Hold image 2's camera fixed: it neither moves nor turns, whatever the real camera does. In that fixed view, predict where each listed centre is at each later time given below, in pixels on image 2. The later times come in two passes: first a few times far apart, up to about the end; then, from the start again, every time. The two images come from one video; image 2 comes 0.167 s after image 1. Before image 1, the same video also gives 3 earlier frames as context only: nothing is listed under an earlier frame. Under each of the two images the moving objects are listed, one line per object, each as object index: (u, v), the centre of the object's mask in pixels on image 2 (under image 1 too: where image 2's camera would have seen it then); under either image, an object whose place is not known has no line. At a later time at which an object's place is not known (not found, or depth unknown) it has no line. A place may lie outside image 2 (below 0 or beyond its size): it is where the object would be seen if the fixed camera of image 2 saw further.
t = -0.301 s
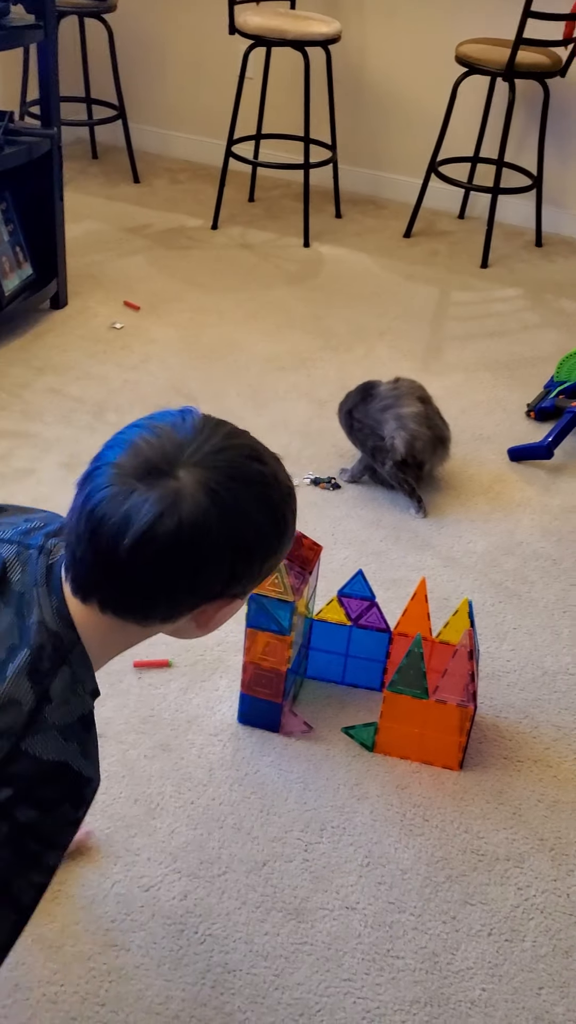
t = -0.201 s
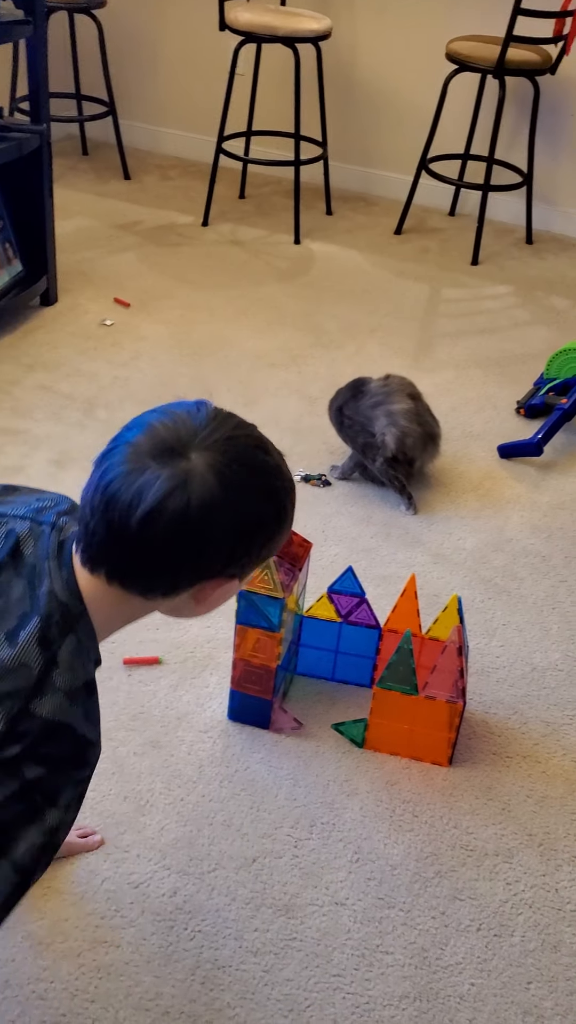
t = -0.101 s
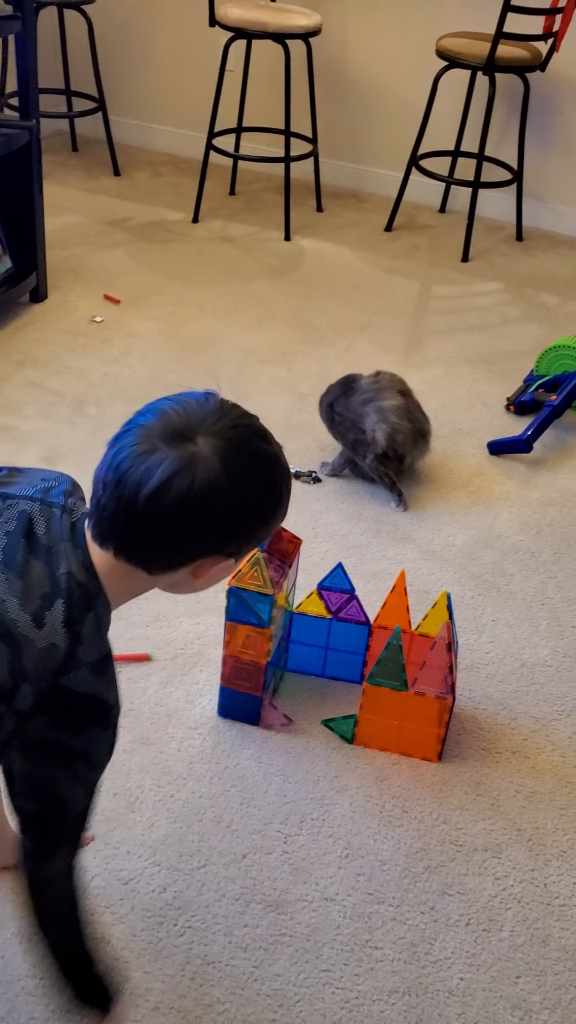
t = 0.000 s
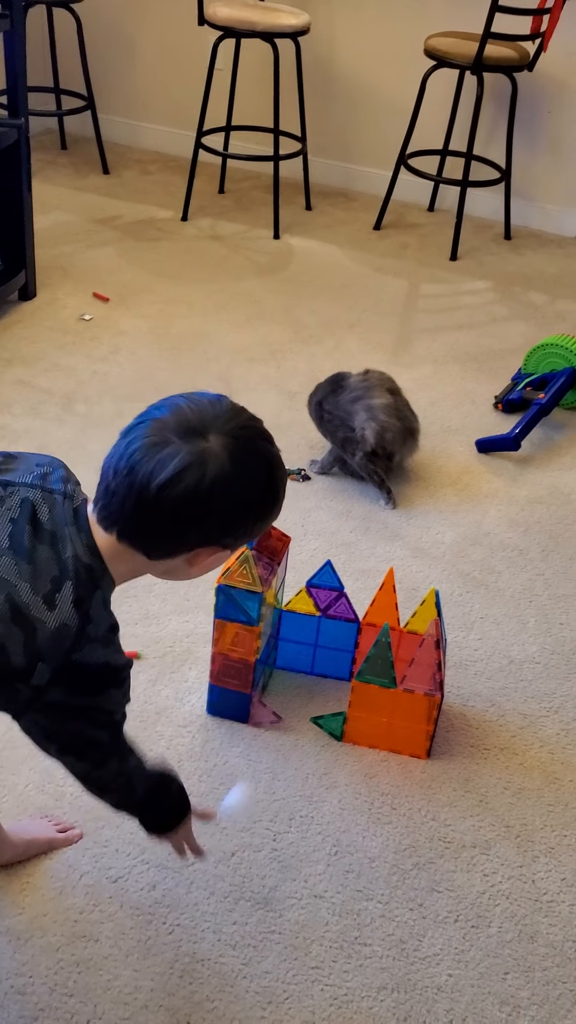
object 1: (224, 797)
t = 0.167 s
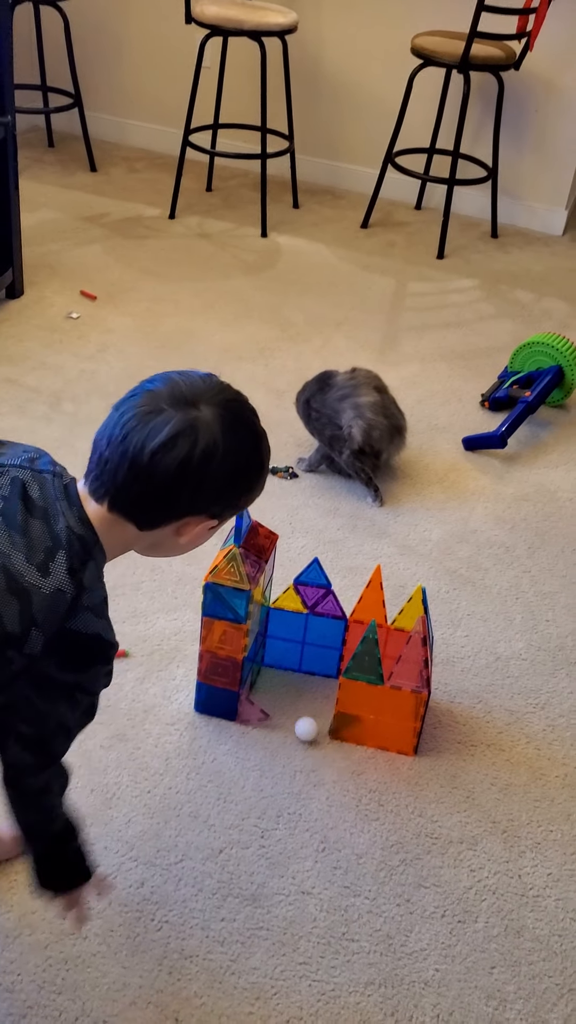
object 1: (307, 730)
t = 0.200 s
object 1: (310, 734)
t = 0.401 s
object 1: (337, 750)
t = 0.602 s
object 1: (350, 761)
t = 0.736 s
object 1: (347, 759)
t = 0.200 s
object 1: (310, 734)
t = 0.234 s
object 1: (315, 738)
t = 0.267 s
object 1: (319, 740)
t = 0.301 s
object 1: (324, 742)
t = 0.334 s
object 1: (329, 745)
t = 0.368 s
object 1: (333, 748)
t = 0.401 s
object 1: (337, 750)
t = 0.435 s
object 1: (340, 753)
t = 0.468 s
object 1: (344, 756)
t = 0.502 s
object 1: (346, 758)
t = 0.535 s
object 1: (348, 759)
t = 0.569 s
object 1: (349, 760)
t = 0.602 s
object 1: (350, 761)
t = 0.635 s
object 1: (350, 761)
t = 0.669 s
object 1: (349, 760)
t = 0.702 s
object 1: (348, 760)
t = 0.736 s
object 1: (347, 759)
